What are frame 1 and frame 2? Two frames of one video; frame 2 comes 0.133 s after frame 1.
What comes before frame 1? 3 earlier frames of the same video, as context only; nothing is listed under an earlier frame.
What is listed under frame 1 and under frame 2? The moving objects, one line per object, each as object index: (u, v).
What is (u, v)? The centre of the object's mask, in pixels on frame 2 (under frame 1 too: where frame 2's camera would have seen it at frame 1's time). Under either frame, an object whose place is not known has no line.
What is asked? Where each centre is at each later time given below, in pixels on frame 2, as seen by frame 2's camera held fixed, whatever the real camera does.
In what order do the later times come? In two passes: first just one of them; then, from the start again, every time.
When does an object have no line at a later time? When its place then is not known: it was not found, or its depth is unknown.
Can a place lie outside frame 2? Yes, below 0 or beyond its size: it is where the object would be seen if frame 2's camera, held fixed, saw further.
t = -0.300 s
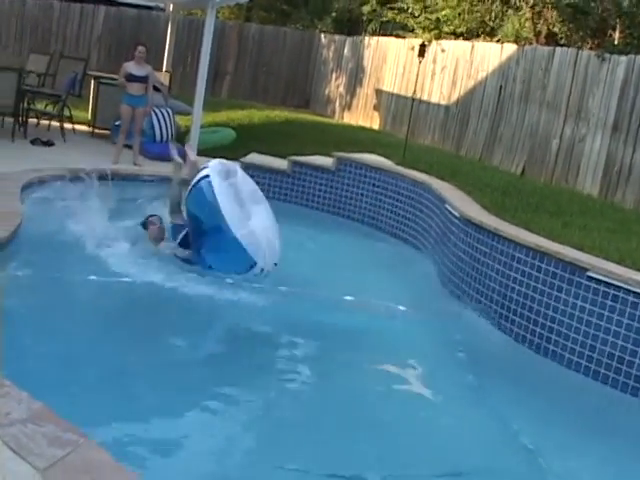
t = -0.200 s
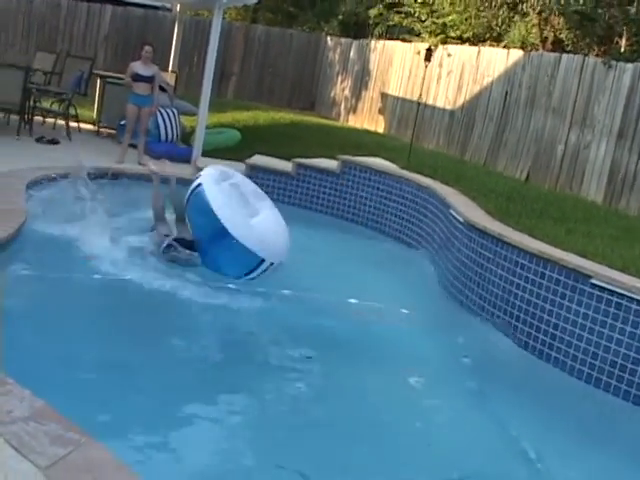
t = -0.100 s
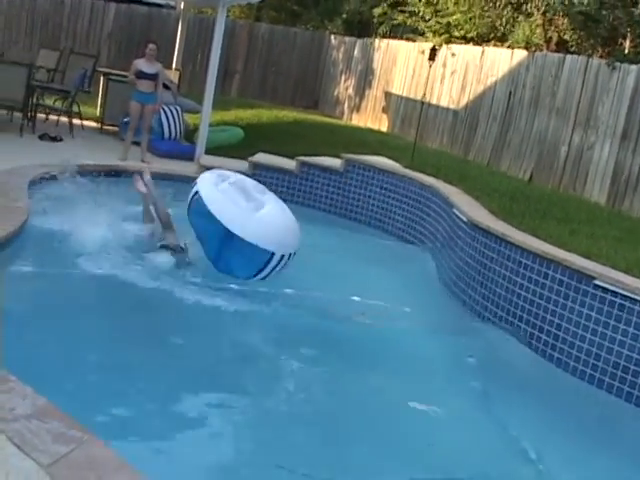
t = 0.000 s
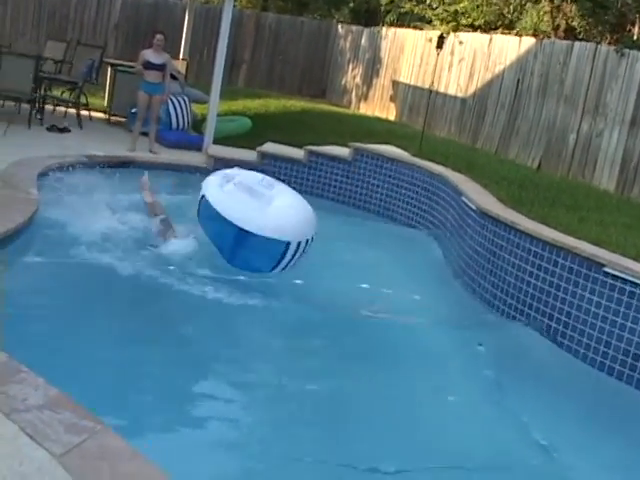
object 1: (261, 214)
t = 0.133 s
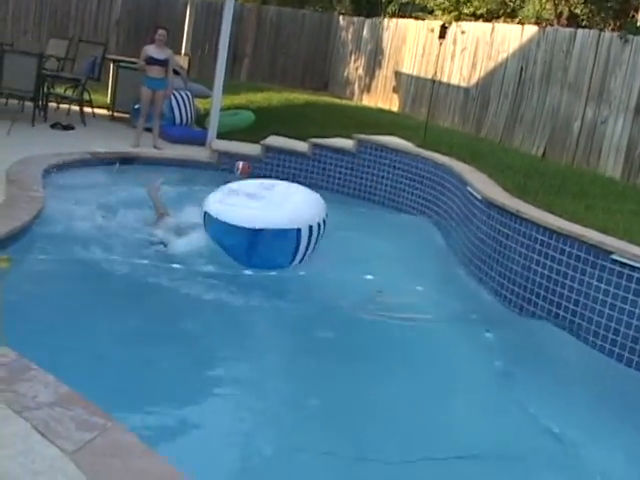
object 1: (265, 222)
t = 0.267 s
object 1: (269, 231)
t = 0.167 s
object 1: (266, 224)
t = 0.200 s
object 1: (267, 227)
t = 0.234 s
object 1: (268, 229)
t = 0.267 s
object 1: (269, 231)
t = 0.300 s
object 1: (270, 232)
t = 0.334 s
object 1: (271, 233)
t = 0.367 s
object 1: (271, 233)
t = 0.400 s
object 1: (272, 233)
